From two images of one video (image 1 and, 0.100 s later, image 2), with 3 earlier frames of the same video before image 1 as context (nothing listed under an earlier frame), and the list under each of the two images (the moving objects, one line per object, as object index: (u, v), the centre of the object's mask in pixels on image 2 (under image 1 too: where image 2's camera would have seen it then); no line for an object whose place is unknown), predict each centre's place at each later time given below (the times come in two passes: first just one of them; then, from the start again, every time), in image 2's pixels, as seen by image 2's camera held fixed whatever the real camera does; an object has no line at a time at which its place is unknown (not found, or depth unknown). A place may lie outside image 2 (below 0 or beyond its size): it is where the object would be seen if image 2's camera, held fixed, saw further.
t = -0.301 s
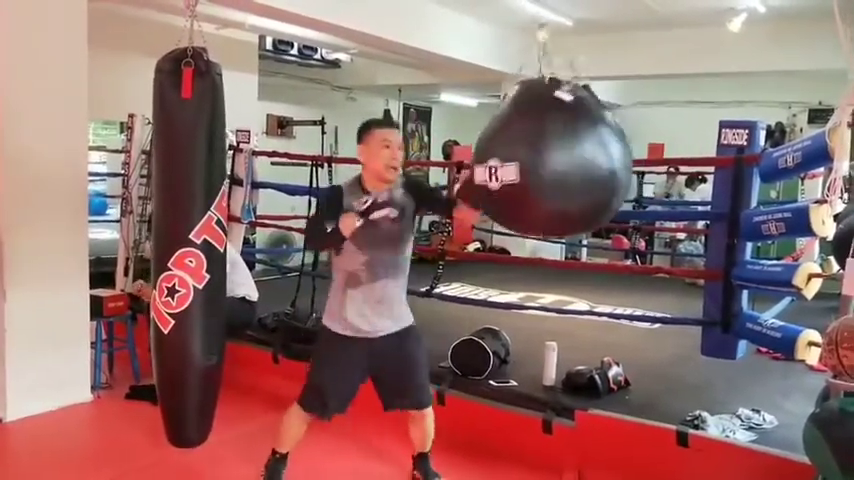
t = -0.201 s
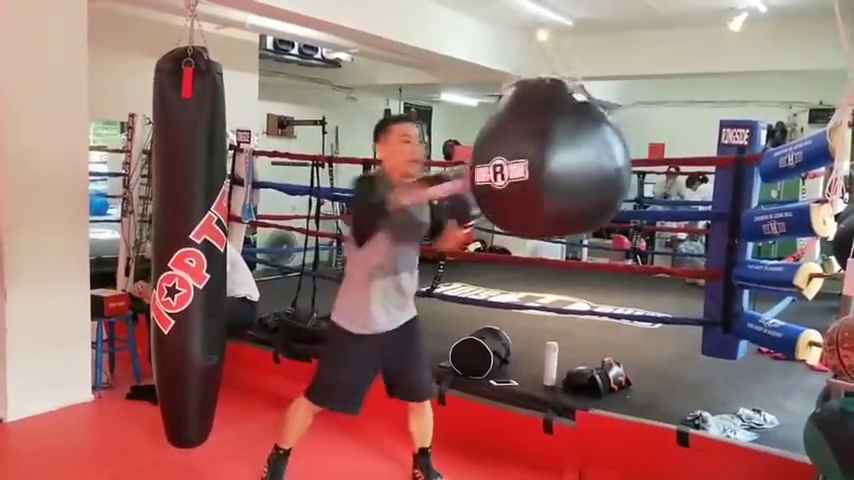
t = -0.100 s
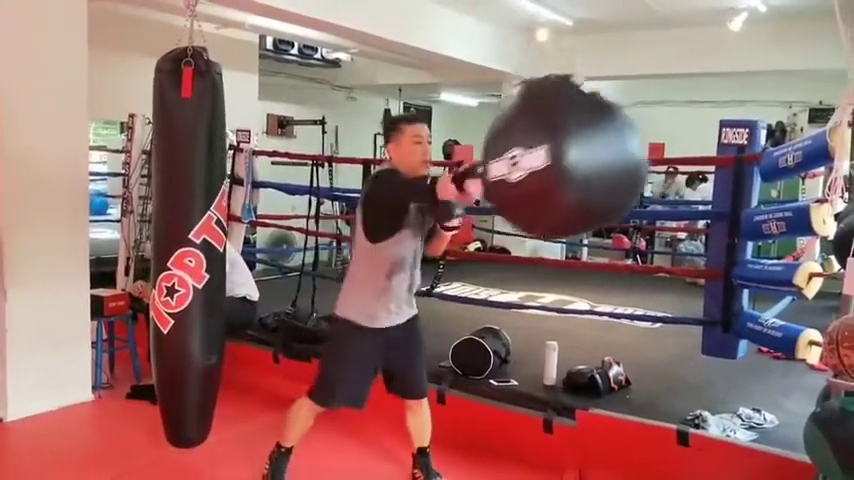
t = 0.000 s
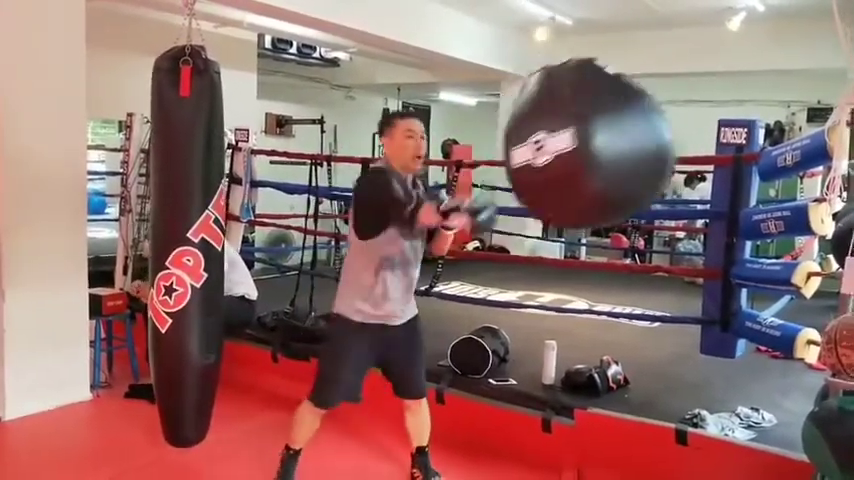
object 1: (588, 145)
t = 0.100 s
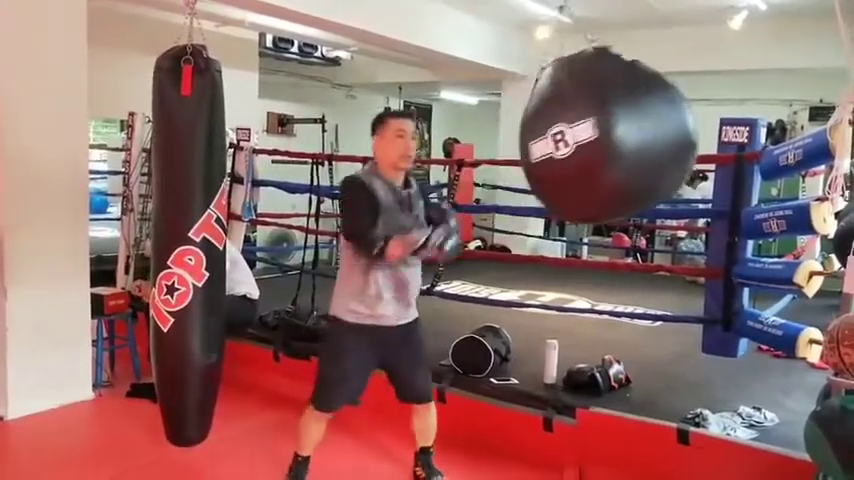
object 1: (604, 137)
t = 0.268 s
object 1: (607, 132)
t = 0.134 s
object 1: (608, 136)
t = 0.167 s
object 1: (610, 134)
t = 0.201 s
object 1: (610, 133)
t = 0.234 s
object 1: (609, 132)
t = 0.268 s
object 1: (607, 132)
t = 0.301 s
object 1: (604, 134)
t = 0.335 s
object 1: (600, 137)
